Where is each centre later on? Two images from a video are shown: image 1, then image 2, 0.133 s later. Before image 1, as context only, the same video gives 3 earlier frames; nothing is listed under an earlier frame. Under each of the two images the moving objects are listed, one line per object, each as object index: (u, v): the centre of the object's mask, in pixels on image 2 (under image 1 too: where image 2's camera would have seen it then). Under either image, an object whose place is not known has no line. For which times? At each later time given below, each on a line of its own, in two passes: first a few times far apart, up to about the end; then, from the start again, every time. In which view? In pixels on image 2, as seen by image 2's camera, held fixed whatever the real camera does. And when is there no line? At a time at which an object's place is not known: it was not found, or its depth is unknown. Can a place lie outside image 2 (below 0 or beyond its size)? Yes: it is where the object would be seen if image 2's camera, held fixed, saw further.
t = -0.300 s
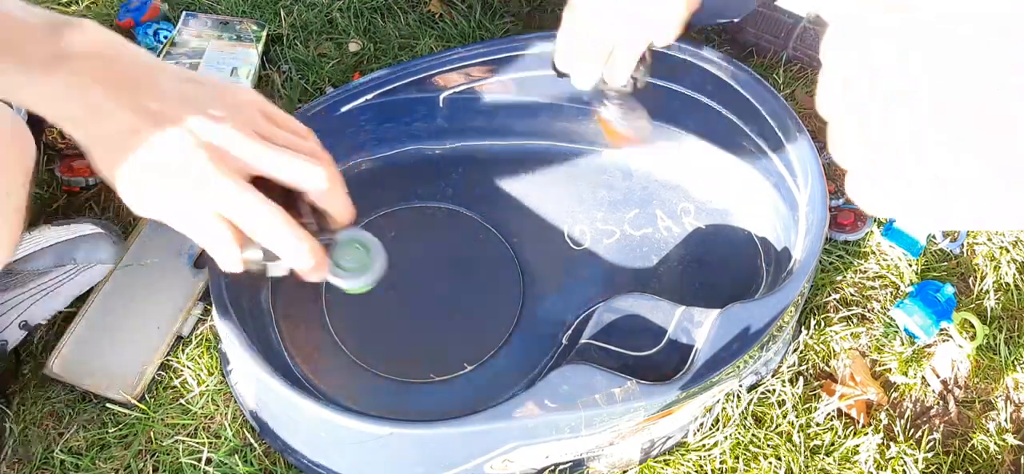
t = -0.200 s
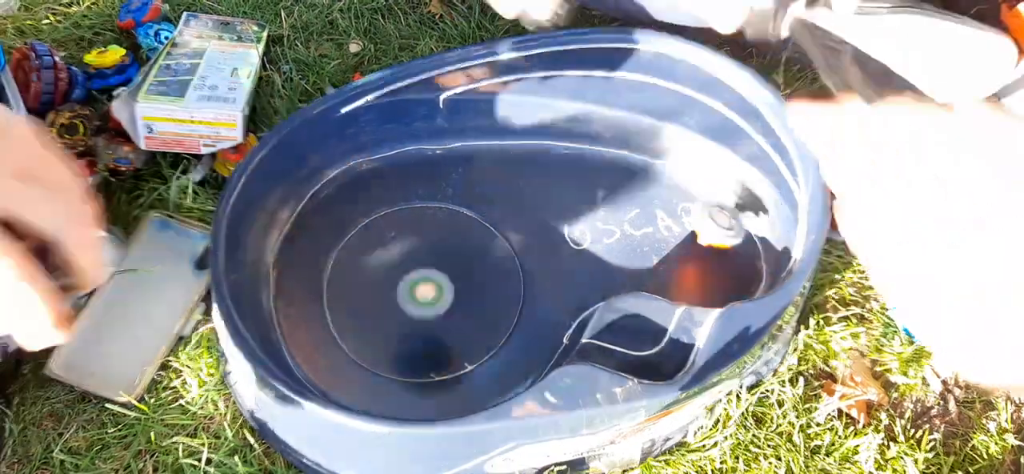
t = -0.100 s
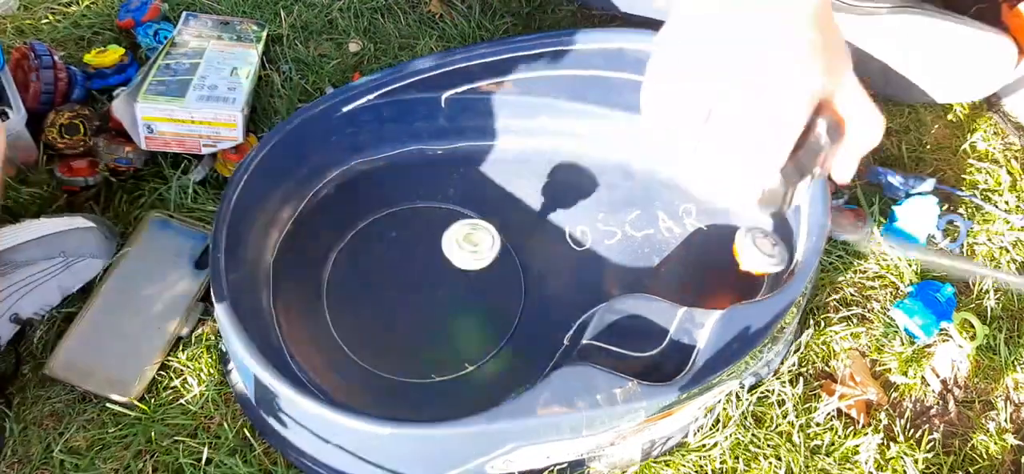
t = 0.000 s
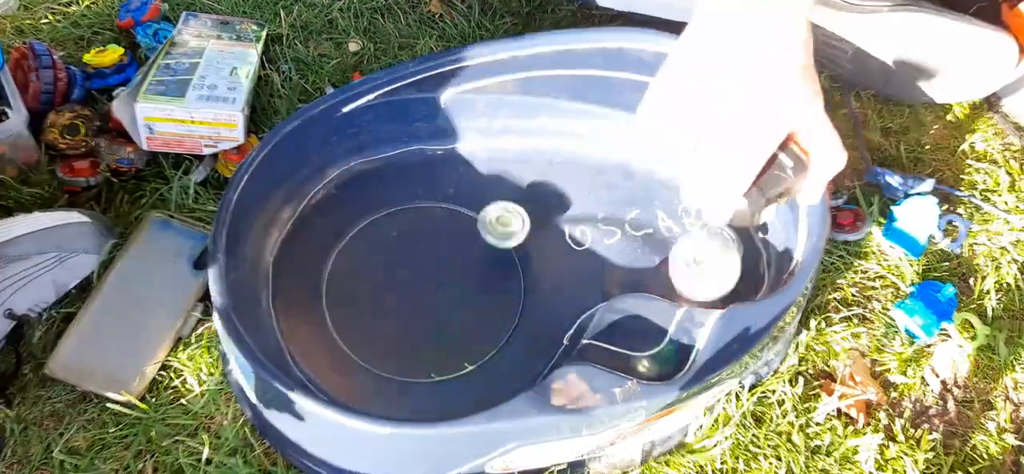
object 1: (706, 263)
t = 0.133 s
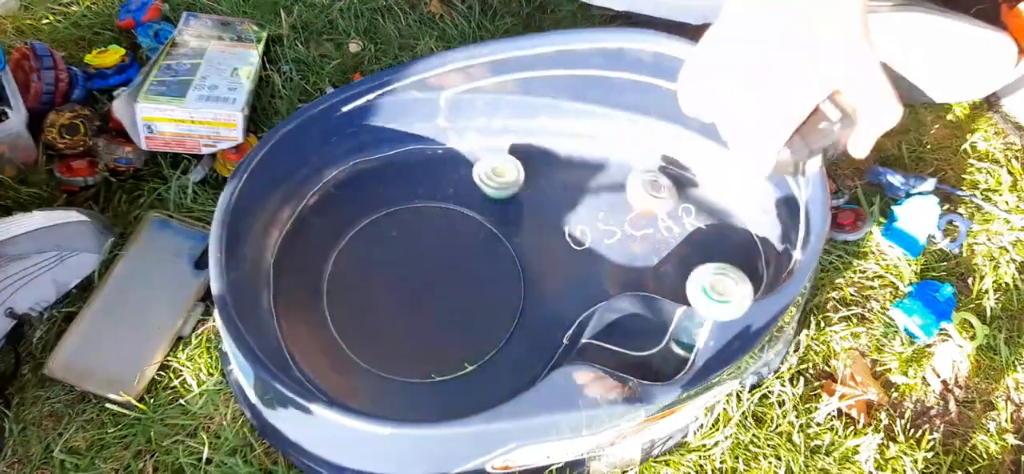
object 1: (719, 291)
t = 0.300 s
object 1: (661, 269)
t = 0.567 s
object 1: (594, 172)
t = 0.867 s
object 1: (355, 195)
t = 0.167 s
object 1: (710, 289)
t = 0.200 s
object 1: (702, 278)
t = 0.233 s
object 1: (689, 273)
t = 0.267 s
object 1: (674, 273)
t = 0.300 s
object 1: (661, 269)
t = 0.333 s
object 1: (658, 250)
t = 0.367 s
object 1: (652, 234)
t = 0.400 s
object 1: (645, 222)
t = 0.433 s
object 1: (639, 208)
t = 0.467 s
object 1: (632, 195)
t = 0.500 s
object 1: (622, 185)
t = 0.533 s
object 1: (610, 178)
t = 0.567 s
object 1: (594, 172)
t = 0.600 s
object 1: (576, 169)
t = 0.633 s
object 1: (554, 168)
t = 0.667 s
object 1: (531, 169)
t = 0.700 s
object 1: (503, 170)
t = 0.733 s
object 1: (474, 173)
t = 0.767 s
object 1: (444, 176)
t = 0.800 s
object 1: (414, 181)
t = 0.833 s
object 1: (384, 188)
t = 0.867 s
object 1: (355, 195)
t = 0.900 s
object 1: (330, 205)
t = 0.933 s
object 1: (307, 214)
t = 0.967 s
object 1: (290, 227)
